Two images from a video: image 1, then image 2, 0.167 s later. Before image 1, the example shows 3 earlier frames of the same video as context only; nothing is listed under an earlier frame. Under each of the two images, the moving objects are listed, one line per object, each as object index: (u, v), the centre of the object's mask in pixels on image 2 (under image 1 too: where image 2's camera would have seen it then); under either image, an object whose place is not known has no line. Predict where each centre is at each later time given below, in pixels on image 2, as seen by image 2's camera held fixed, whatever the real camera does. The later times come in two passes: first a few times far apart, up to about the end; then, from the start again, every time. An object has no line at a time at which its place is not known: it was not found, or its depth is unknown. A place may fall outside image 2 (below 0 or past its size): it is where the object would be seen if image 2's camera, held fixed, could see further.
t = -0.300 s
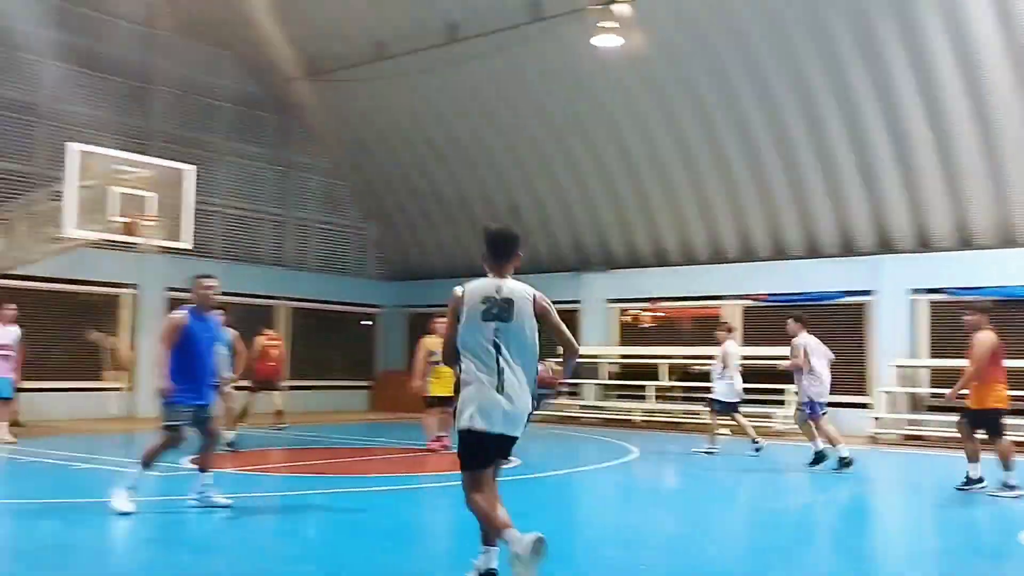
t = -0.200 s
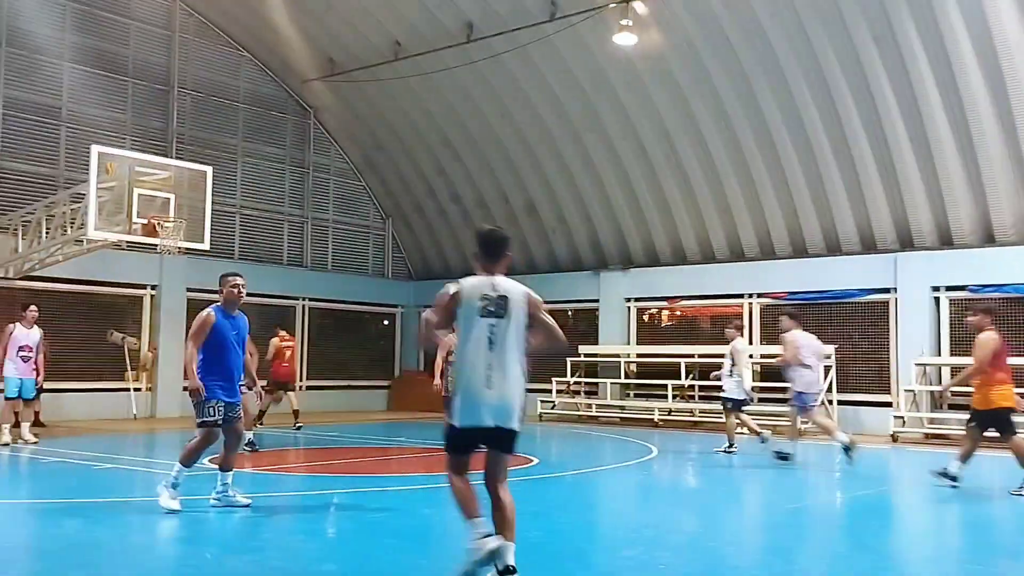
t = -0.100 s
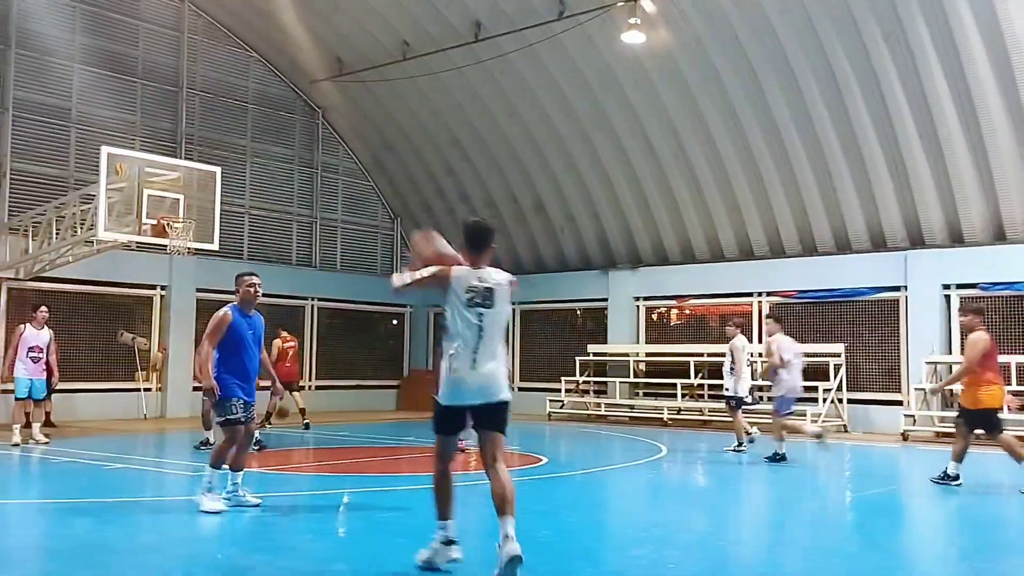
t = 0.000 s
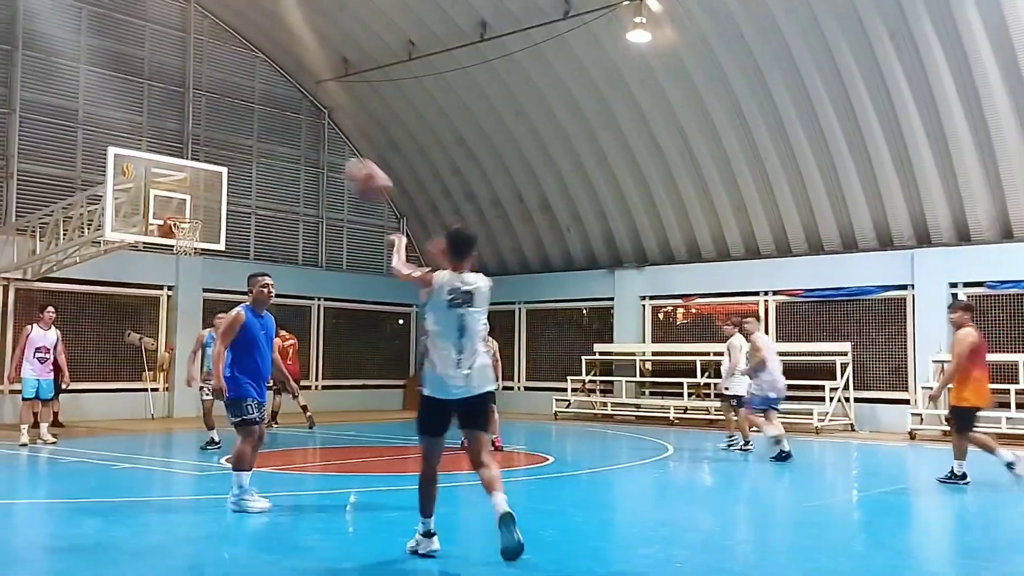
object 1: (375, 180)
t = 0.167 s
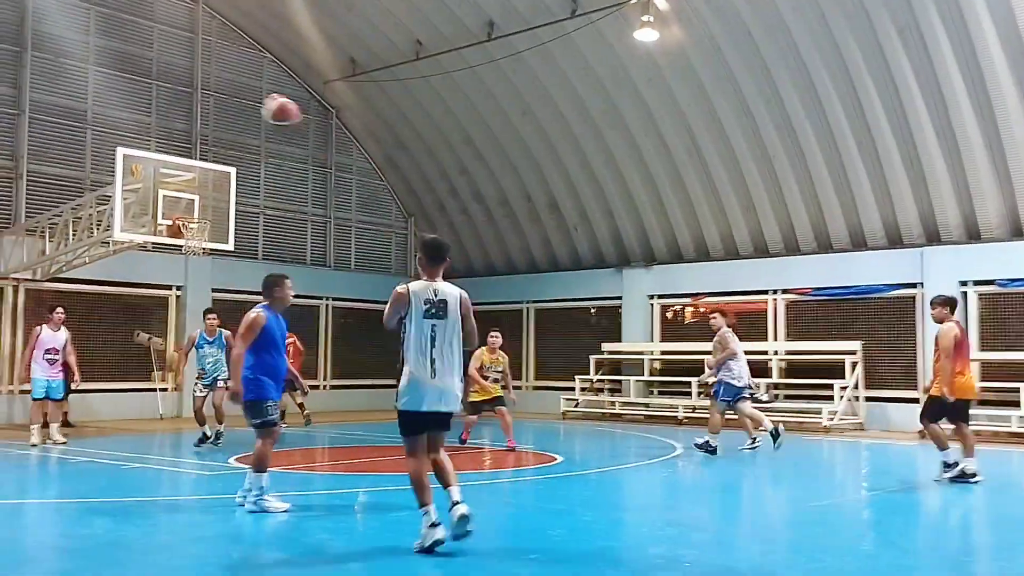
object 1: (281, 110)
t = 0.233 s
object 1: (250, 97)
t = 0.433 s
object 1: (176, 91)
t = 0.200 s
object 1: (266, 105)
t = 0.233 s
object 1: (250, 97)
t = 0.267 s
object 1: (237, 95)
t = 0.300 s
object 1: (223, 90)
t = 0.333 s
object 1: (211, 89)
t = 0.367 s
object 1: (199, 88)
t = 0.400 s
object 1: (186, 89)
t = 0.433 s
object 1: (176, 91)
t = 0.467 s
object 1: (166, 94)
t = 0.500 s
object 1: (155, 97)
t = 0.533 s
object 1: (147, 103)
